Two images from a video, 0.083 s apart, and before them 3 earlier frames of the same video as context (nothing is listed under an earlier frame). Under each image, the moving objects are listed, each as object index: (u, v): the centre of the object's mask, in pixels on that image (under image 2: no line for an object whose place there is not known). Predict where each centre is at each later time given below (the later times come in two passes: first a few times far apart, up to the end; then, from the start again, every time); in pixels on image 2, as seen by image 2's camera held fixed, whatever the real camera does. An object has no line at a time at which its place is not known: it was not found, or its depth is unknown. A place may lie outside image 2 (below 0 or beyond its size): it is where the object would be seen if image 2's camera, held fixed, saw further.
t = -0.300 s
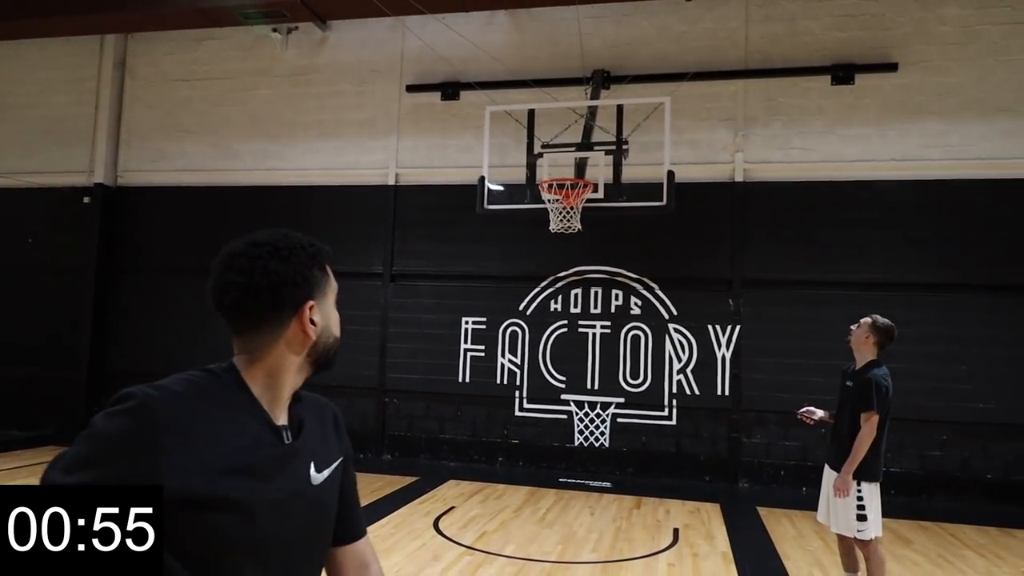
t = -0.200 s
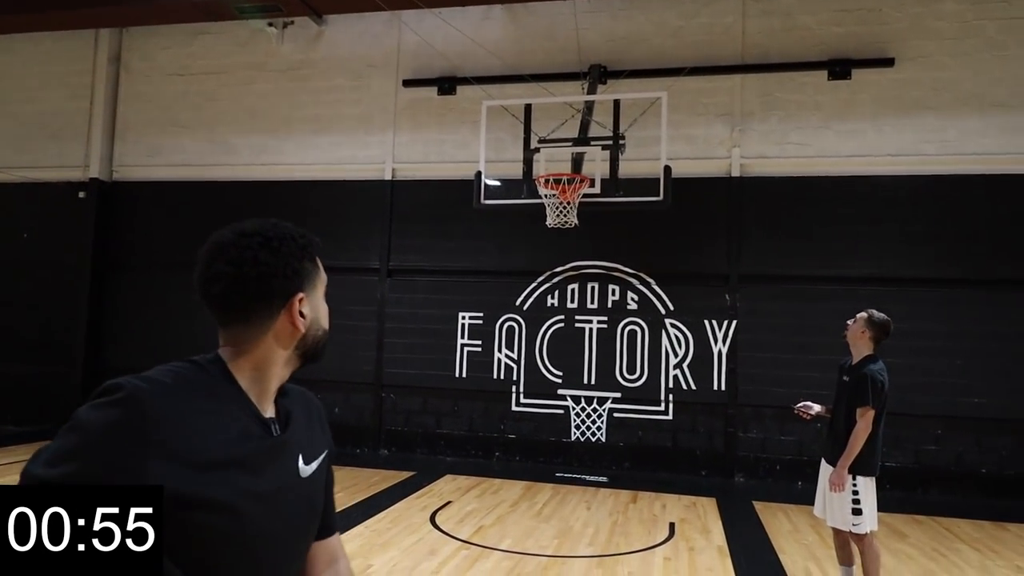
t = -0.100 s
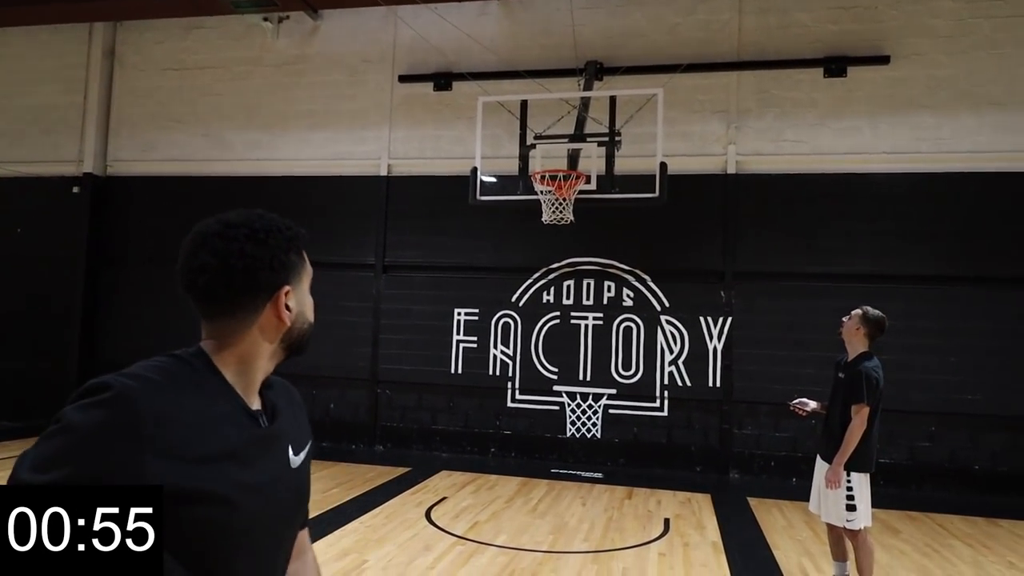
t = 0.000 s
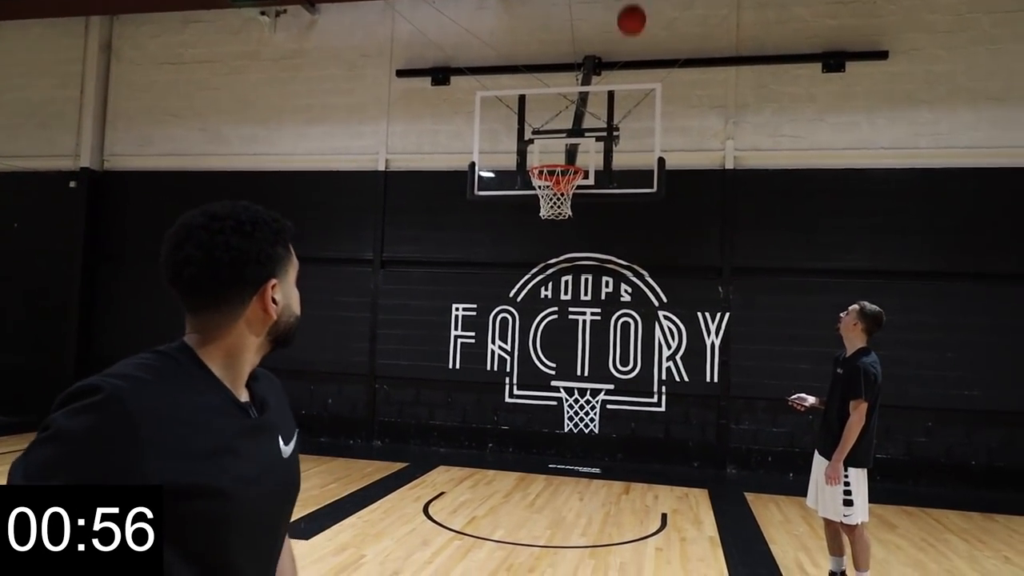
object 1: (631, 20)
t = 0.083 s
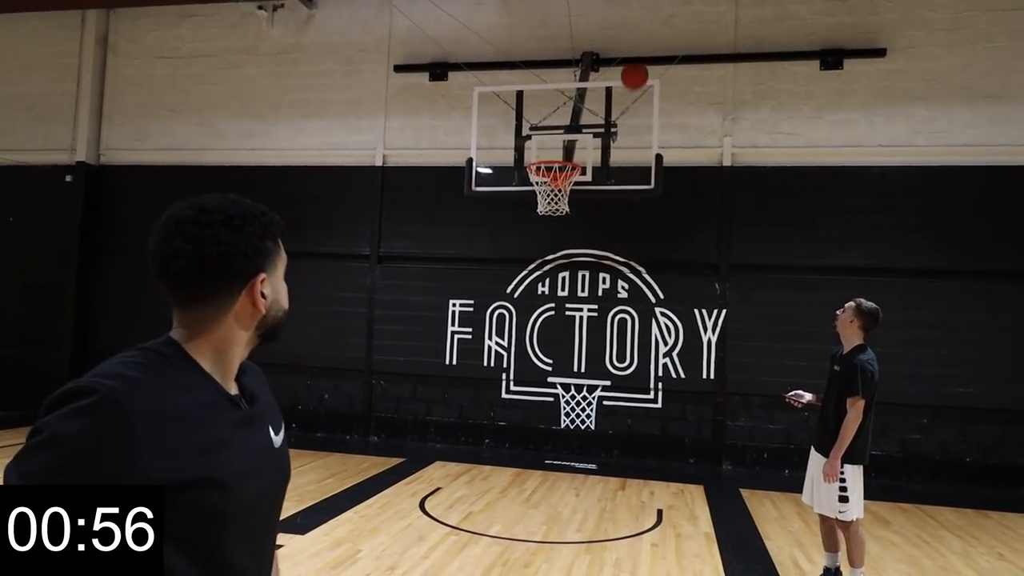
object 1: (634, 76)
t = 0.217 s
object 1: (638, 160)
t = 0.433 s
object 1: (635, 303)
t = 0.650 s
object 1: (629, 533)
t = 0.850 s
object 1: (634, 386)
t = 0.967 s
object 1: (636, 311)
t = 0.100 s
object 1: (635, 88)
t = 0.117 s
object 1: (636, 99)
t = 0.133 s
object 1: (637, 112)
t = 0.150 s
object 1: (637, 124)
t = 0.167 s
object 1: (638, 136)
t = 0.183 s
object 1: (638, 144)
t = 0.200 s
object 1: (638, 151)
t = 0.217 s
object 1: (638, 160)
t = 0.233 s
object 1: (638, 168)
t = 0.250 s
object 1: (637, 177)
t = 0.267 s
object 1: (637, 186)
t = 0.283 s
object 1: (637, 195)
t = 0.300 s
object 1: (637, 205)
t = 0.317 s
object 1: (637, 216)
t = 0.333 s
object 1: (636, 227)
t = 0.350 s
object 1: (636, 238)
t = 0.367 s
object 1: (636, 249)
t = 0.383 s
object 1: (636, 262)
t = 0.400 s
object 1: (635, 276)
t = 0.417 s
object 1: (635, 291)
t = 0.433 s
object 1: (635, 303)
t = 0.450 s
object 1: (634, 319)
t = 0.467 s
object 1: (634, 335)
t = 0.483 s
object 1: (633, 351)
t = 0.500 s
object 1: (633, 369)
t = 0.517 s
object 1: (633, 385)
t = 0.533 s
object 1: (631, 405)
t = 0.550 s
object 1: (631, 424)
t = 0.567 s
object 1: (630, 444)
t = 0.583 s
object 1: (630, 462)
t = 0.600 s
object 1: (629, 482)
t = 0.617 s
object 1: (629, 507)
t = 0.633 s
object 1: (629, 530)
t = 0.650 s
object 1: (629, 533)
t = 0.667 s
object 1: (629, 519)
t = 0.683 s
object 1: (629, 507)
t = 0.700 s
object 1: (630, 494)
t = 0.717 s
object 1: (631, 481)
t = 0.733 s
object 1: (631, 469)
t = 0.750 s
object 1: (631, 459)
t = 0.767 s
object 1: (632, 447)
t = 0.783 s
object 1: (632, 435)
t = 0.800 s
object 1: (632, 421)
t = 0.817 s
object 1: (633, 411)
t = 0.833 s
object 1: (634, 398)
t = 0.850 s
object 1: (634, 386)
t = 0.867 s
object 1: (634, 375)
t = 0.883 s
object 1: (634, 364)
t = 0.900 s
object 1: (635, 354)
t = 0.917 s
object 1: (636, 342)
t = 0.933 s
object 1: (636, 333)
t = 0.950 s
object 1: (636, 321)
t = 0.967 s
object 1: (636, 311)
